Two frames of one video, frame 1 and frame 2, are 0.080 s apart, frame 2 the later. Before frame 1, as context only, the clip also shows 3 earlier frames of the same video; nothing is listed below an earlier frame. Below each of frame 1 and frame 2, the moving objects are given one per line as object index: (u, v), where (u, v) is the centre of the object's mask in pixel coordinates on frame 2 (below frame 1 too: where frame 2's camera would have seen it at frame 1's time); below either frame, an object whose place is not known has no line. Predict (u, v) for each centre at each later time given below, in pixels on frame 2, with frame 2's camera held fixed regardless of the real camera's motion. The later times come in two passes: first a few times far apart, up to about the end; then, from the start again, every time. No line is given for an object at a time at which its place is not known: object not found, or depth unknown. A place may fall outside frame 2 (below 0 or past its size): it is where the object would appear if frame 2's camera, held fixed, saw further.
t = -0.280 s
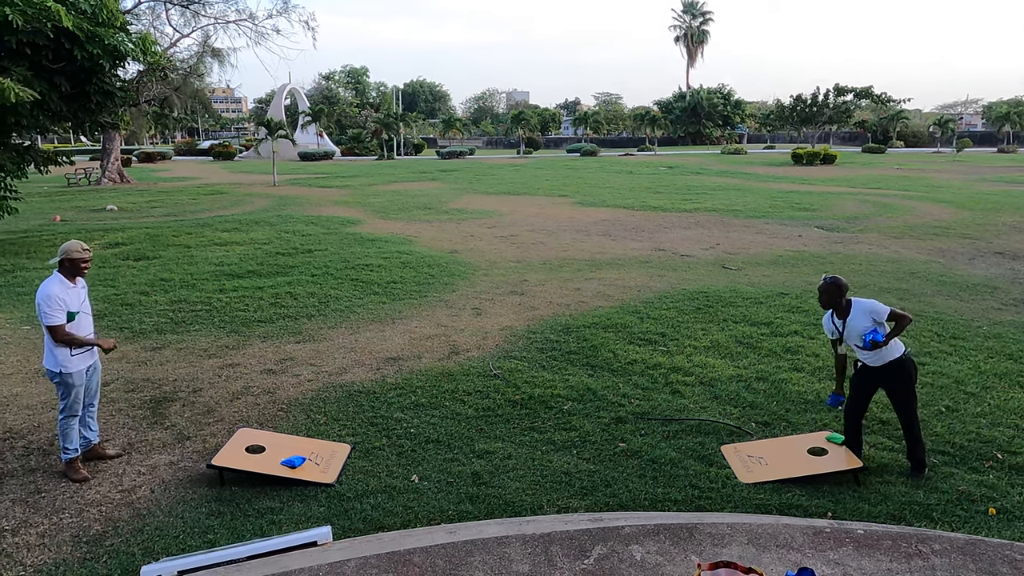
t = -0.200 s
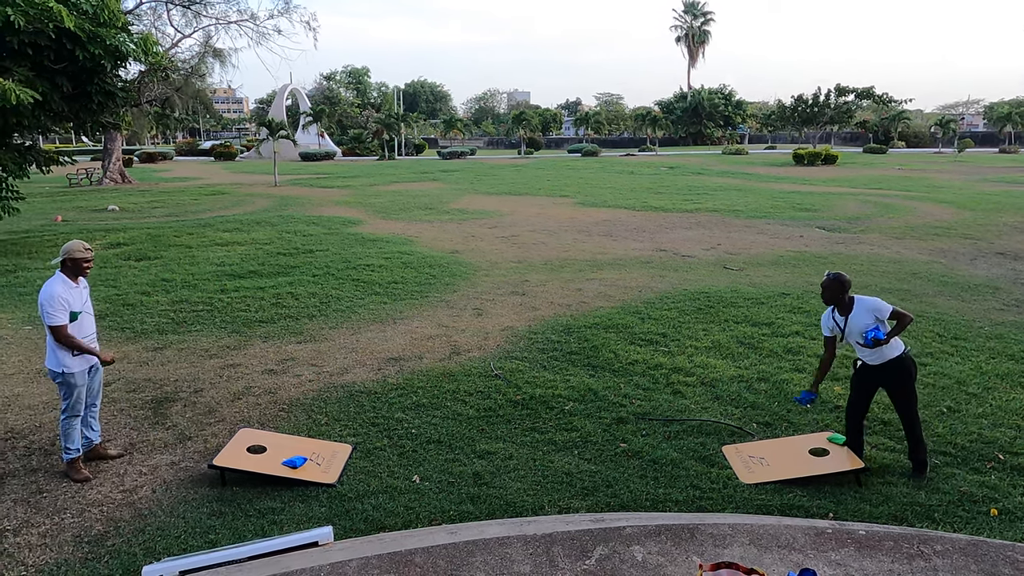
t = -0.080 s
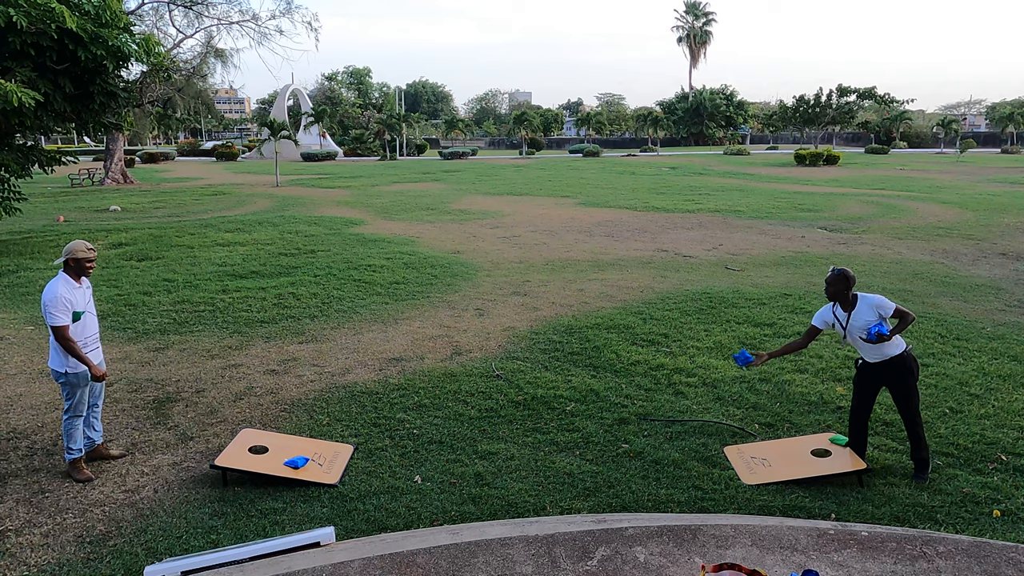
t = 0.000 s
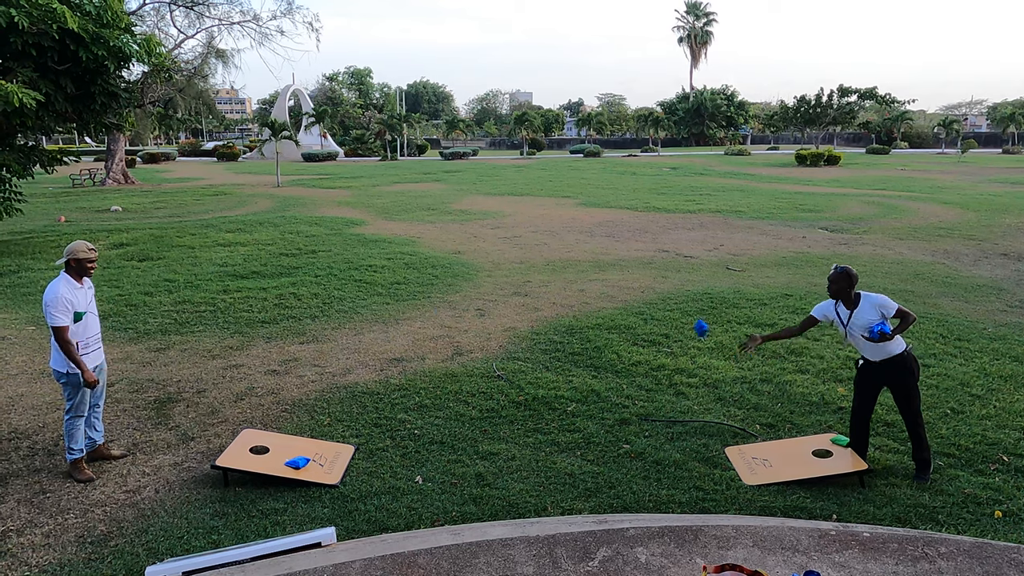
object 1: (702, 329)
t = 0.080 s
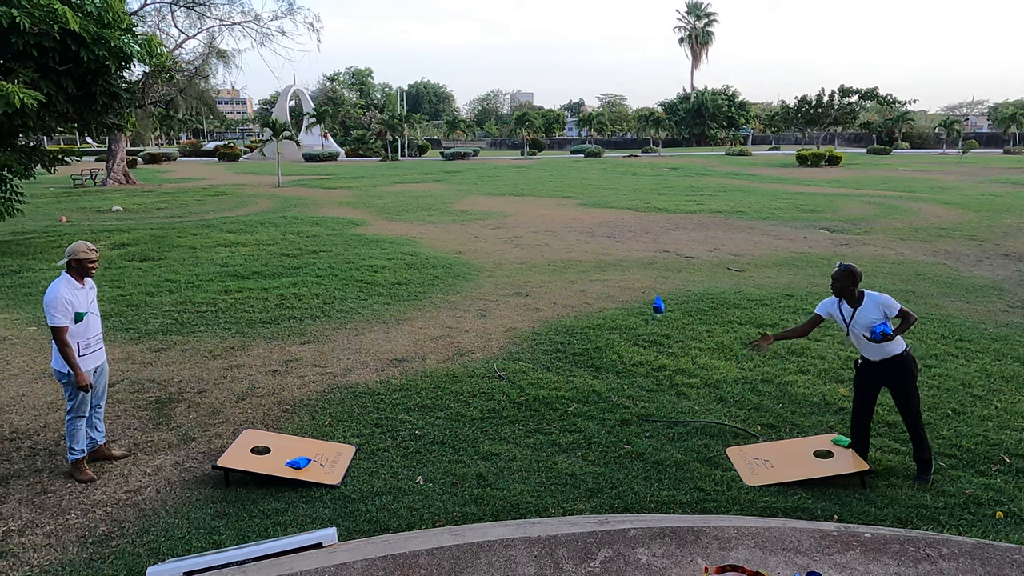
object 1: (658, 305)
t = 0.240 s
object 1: (568, 282)
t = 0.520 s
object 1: (406, 320)
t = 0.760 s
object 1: (281, 426)
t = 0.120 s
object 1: (636, 296)
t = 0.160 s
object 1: (613, 290)
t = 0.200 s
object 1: (591, 284)
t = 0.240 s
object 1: (568, 282)
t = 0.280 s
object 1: (545, 281)
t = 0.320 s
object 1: (522, 282)
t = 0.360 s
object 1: (498, 285)
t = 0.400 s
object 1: (474, 291)
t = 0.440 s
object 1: (451, 299)
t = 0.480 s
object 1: (428, 309)
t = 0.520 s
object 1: (406, 320)
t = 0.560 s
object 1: (384, 333)
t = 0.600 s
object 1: (362, 349)
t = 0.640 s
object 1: (341, 366)
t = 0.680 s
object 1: (320, 385)
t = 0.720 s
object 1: (300, 405)
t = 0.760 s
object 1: (281, 426)
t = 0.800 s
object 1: (262, 449)
